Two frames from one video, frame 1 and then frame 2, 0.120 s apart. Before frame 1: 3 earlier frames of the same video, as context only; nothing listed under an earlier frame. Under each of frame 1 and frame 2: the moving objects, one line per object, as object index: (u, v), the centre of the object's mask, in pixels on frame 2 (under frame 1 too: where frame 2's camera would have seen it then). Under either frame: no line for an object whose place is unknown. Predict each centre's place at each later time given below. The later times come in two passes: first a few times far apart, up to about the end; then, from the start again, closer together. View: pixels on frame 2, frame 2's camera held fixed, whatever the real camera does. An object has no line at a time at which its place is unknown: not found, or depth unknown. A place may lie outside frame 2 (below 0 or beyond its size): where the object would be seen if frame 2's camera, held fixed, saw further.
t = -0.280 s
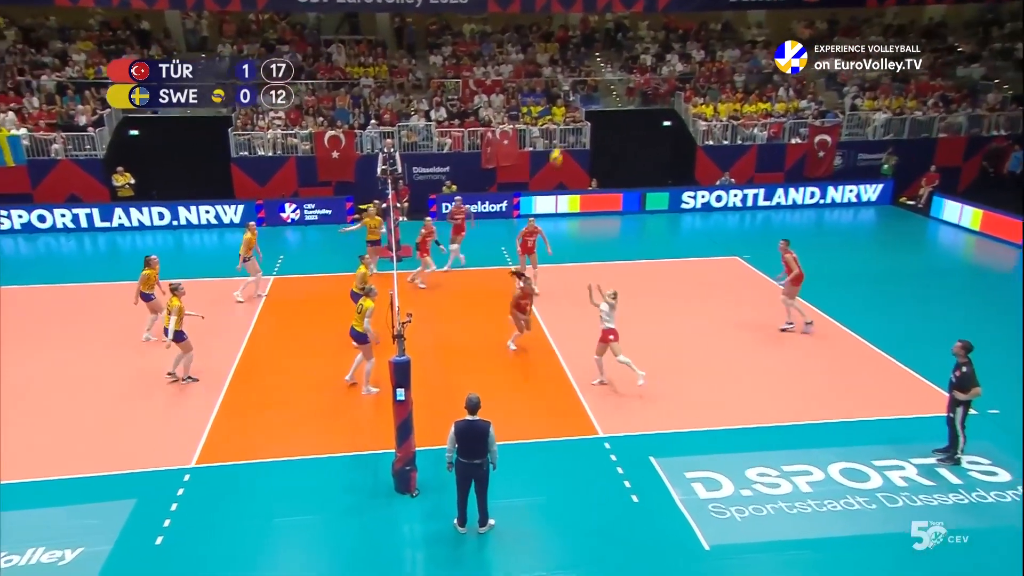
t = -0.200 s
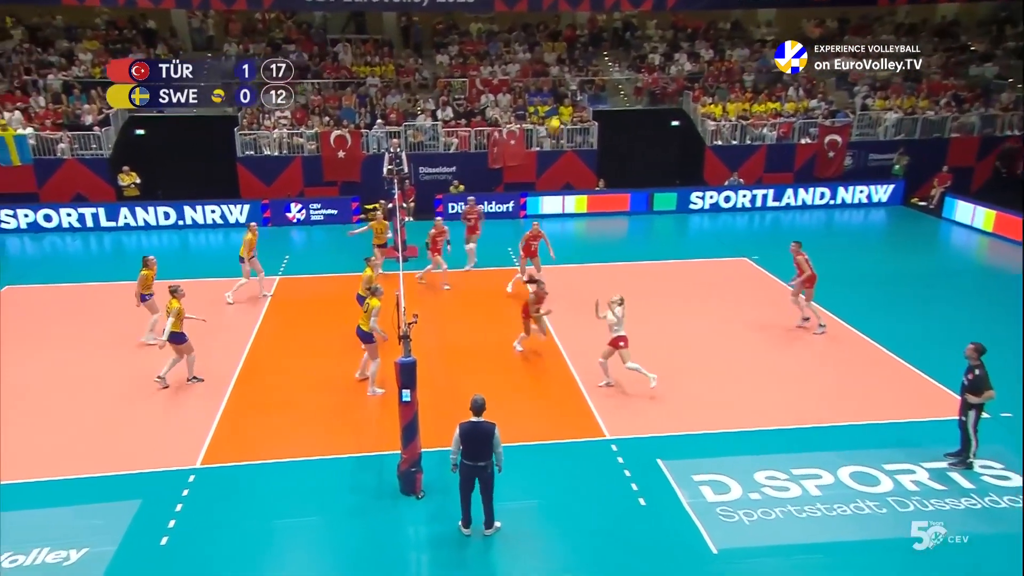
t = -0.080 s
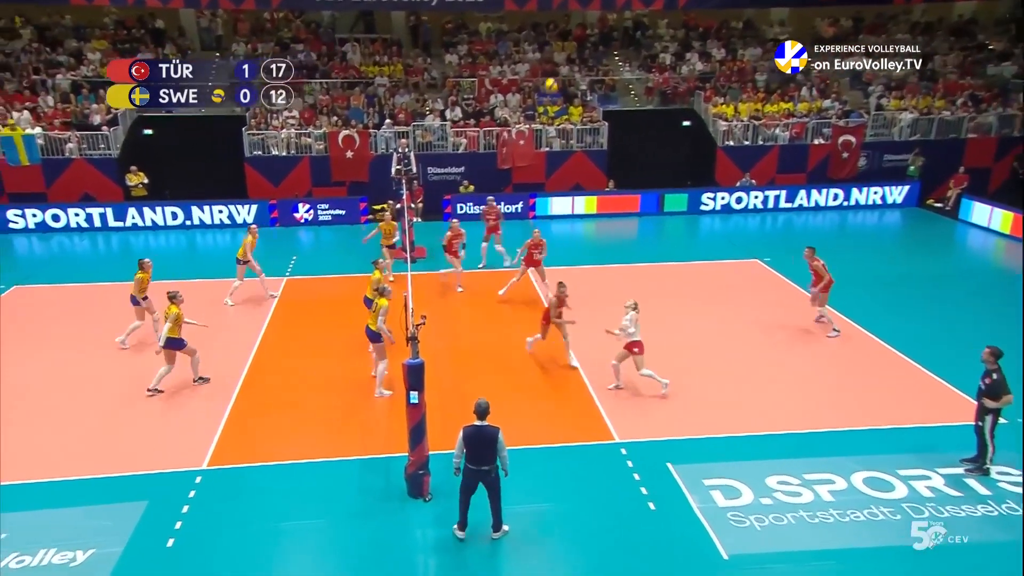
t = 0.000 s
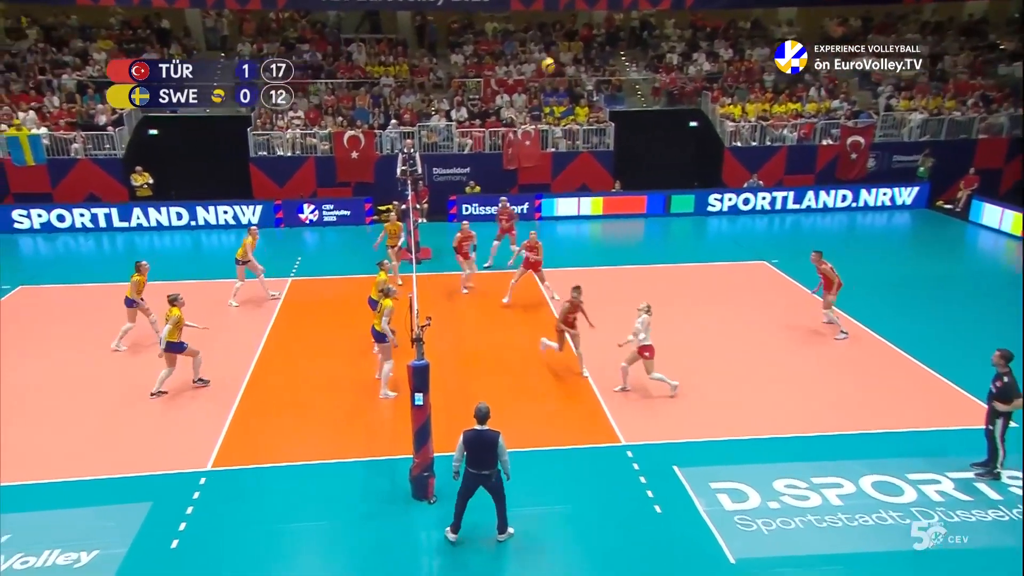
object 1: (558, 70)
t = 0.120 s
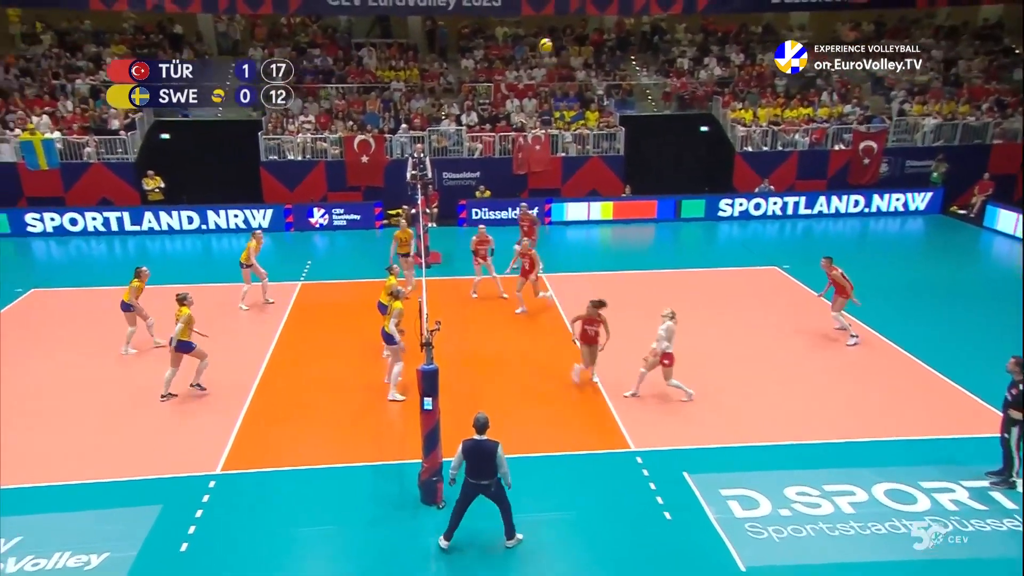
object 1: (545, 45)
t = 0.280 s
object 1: (529, 29)
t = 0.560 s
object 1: (502, 42)
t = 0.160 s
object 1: (542, 40)
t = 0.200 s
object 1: (537, 35)
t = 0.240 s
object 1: (533, 31)
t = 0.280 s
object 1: (529, 29)
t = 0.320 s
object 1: (525, 28)
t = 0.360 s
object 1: (521, 27)
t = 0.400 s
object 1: (517, 27)
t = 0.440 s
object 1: (513, 29)
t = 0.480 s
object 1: (510, 34)
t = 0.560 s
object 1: (502, 42)
